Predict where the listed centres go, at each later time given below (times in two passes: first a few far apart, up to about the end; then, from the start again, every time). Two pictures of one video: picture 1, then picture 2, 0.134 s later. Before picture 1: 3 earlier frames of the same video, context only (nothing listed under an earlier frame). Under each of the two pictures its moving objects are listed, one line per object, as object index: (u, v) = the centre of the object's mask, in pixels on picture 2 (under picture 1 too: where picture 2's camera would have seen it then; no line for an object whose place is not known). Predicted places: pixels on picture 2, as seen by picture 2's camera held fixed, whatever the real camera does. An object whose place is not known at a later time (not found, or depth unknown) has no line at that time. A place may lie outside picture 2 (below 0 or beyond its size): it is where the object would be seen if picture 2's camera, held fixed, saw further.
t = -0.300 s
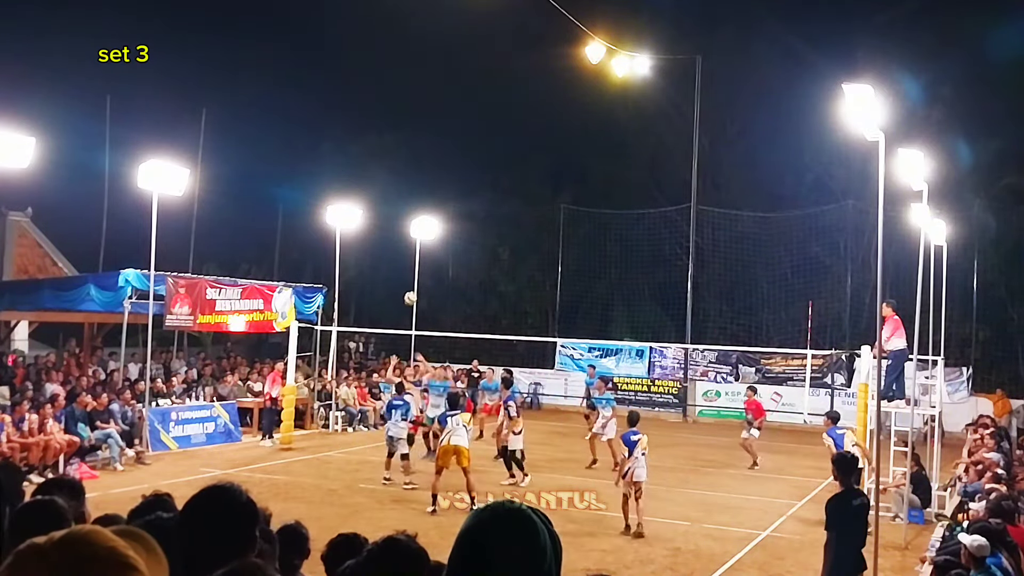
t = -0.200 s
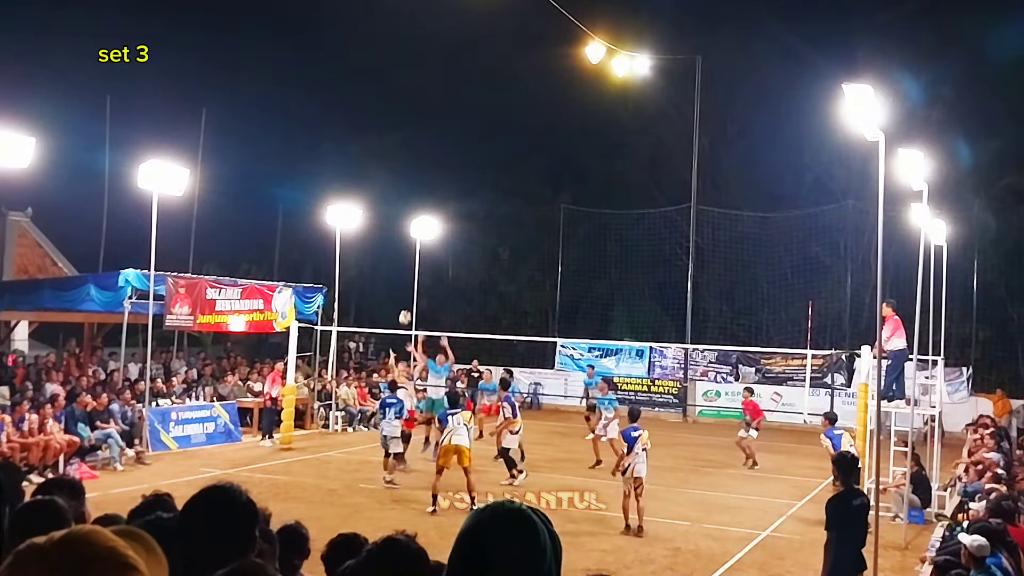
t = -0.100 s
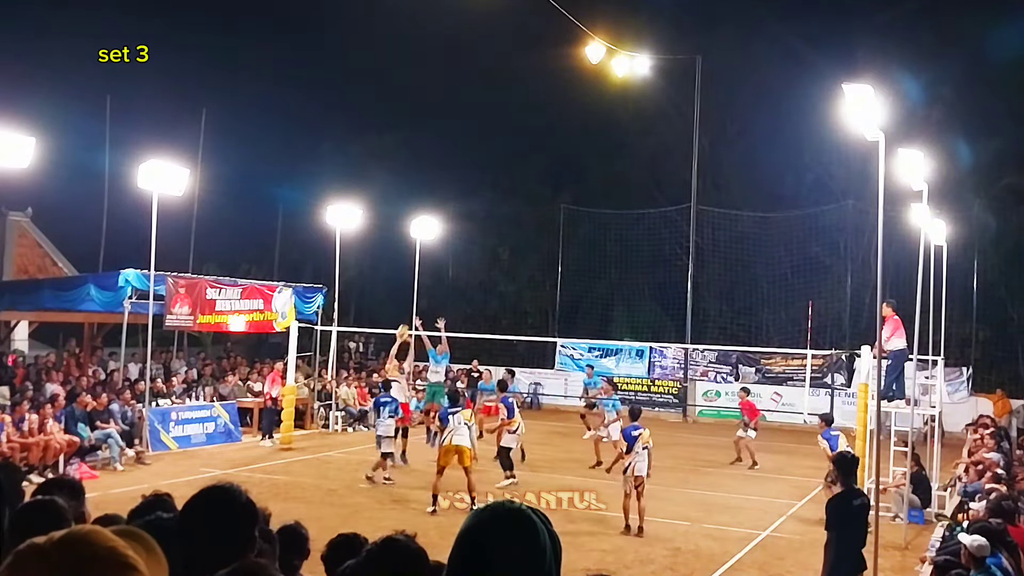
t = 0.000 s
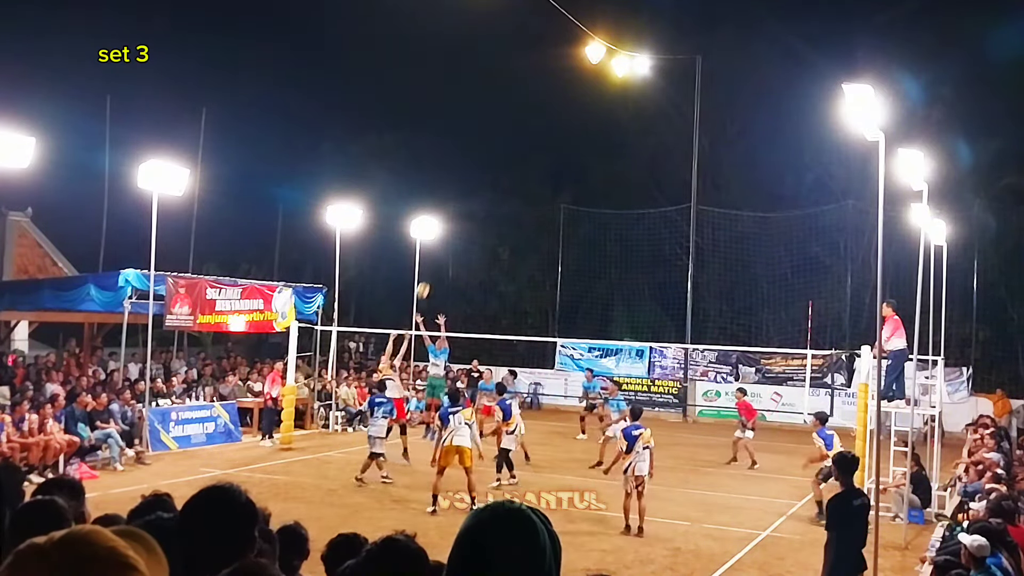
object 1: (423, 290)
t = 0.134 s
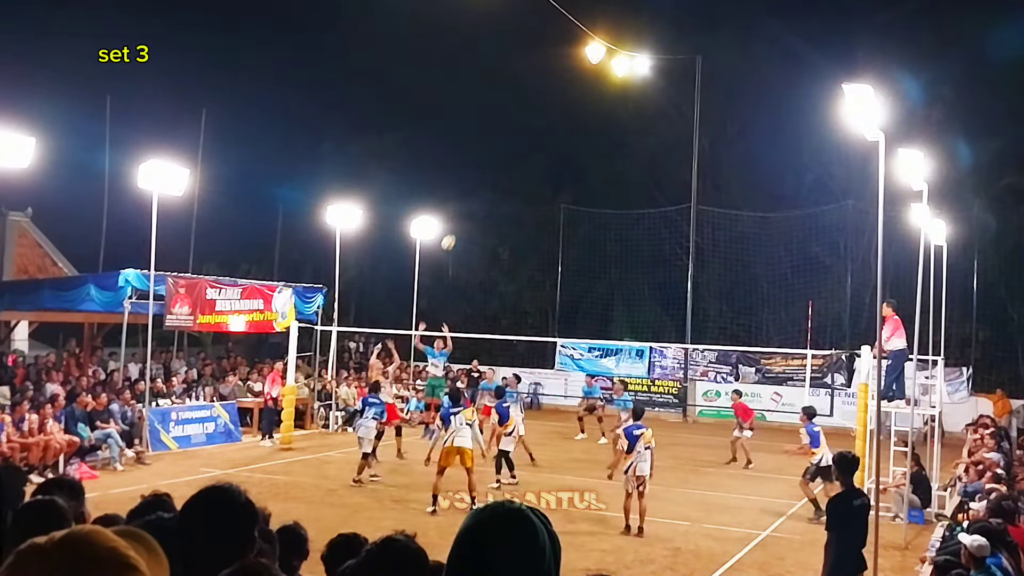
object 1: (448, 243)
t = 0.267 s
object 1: (473, 204)
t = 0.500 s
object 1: (515, 161)
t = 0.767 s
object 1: (561, 148)
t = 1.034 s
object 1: (604, 173)
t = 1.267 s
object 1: (639, 225)
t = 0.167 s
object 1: (454, 232)
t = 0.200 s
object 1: (461, 222)
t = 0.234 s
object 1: (467, 213)
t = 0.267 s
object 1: (473, 204)
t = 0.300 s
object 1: (479, 196)
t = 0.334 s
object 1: (485, 189)
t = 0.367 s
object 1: (491, 182)
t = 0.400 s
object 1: (497, 176)
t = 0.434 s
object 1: (503, 170)
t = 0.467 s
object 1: (509, 165)
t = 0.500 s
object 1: (515, 161)
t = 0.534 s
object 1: (521, 157)
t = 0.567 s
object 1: (527, 154)
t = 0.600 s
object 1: (533, 152)
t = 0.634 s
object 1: (538, 150)
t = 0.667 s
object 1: (544, 149)
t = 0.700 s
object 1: (549, 148)
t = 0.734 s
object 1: (555, 148)
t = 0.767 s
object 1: (561, 148)
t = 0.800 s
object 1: (566, 149)
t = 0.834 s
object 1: (572, 151)
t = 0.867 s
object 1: (577, 153)
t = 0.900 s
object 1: (583, 156)
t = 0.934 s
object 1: (588, 159)
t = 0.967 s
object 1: (593, 163)
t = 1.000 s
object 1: (598, 168)
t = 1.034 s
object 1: (604, 173)
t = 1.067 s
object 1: (609, 179)
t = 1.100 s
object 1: (614, 185)
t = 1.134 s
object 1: (619, 192)
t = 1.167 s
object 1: (624, 199)
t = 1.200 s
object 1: (629, 207)
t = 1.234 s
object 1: (634, 216)
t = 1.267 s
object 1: (639, 225)
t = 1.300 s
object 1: (644, 234)
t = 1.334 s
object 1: (649, 244)
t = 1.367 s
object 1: (654, 255)
